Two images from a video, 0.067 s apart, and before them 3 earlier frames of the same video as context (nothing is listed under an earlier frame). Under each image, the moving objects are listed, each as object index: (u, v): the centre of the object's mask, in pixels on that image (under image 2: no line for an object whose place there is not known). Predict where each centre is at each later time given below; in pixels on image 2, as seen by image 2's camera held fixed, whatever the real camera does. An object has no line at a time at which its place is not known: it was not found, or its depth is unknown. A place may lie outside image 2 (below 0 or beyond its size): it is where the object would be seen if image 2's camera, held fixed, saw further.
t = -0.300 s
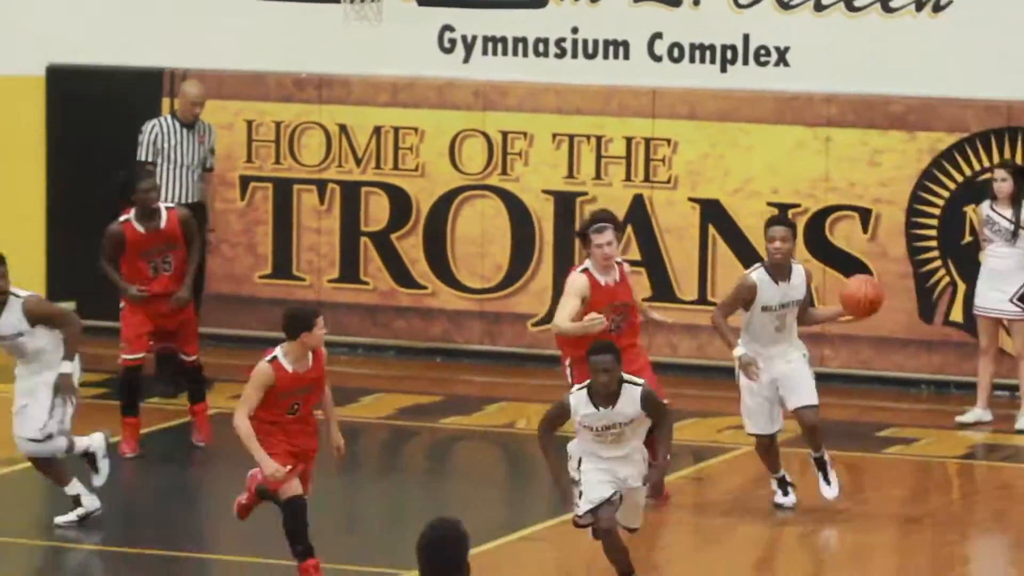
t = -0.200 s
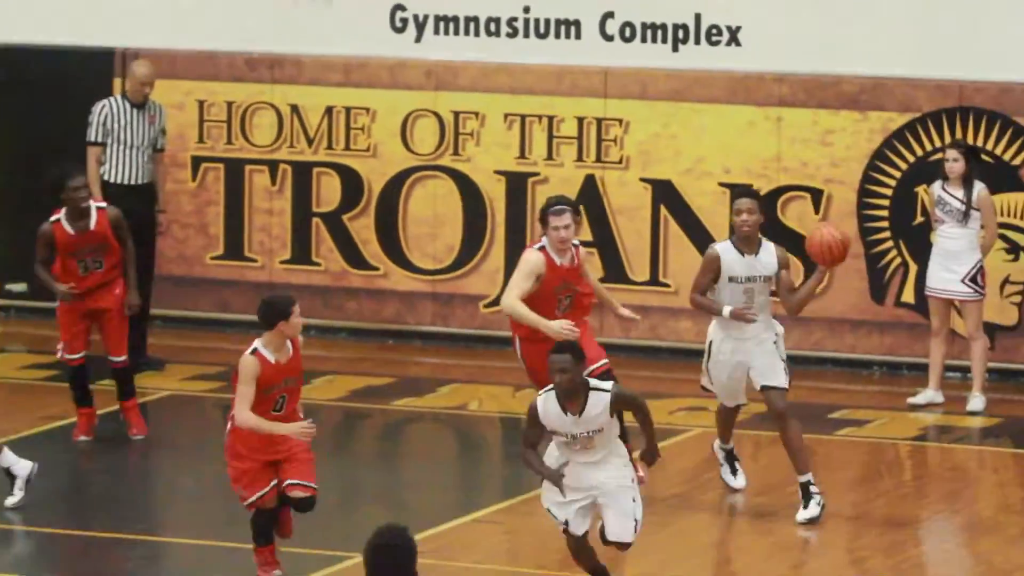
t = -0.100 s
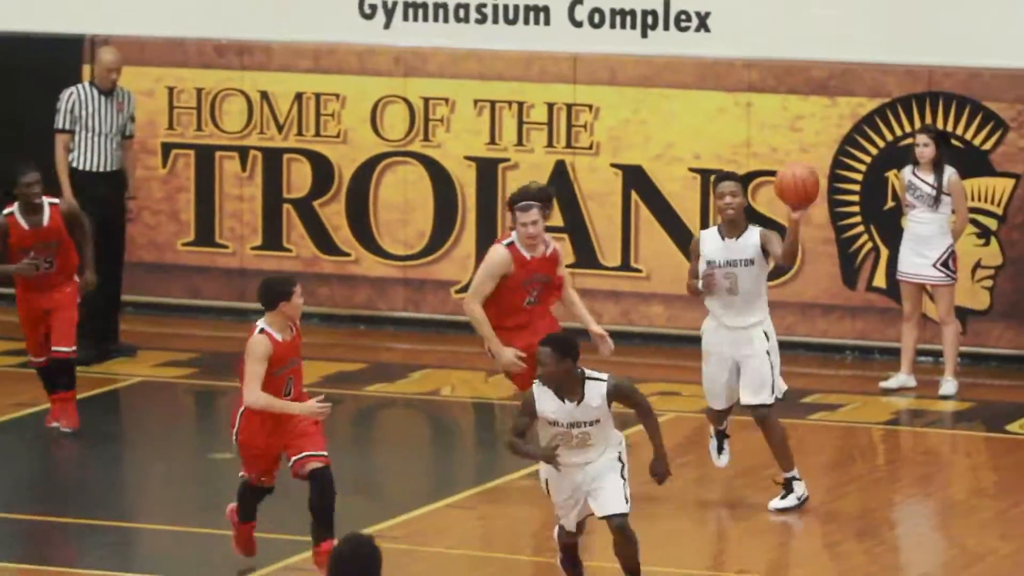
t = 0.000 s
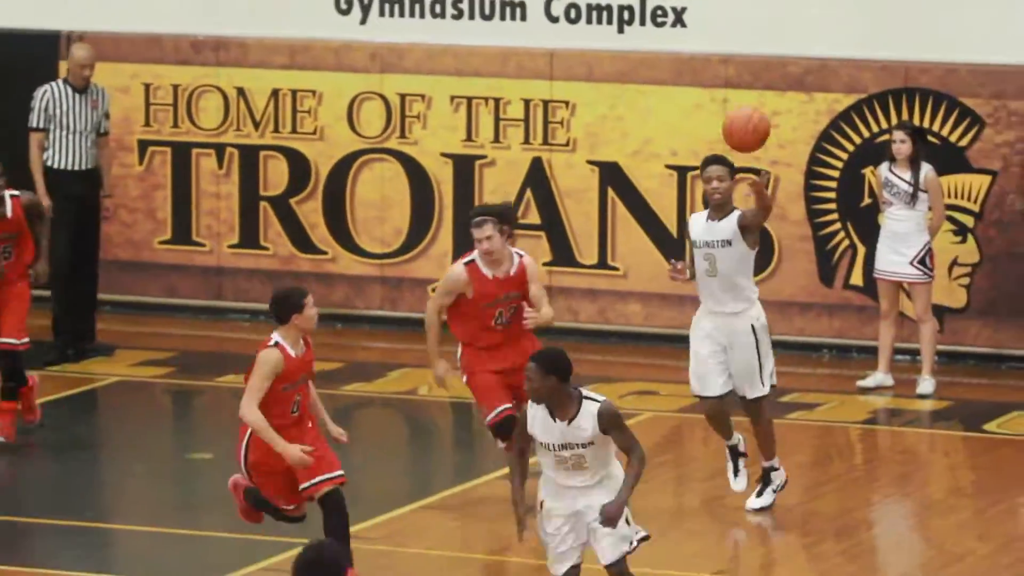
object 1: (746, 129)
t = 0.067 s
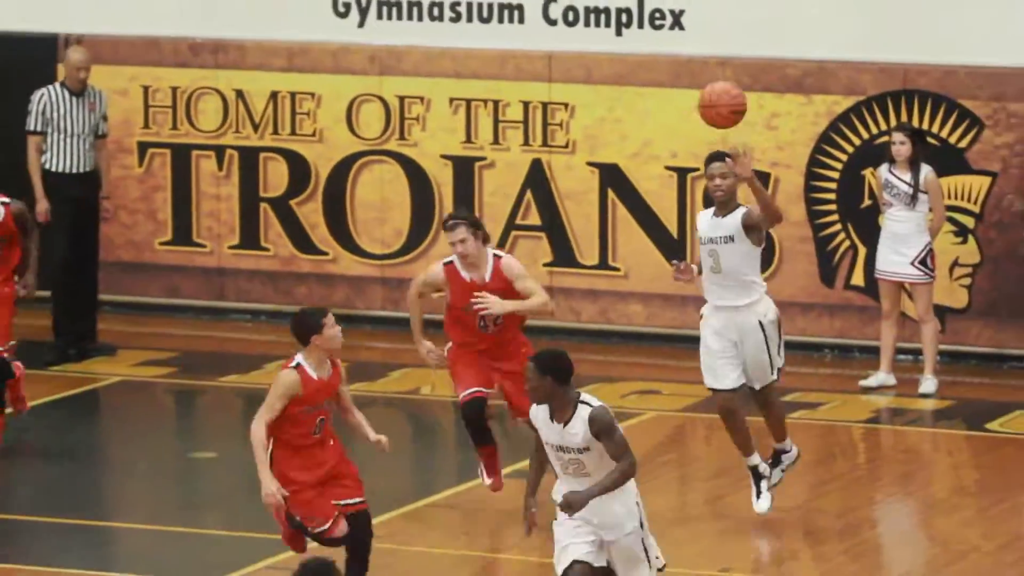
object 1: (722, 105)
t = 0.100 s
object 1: (711, 93)
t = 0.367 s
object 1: (600, 90)
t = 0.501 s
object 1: (536, 153)
